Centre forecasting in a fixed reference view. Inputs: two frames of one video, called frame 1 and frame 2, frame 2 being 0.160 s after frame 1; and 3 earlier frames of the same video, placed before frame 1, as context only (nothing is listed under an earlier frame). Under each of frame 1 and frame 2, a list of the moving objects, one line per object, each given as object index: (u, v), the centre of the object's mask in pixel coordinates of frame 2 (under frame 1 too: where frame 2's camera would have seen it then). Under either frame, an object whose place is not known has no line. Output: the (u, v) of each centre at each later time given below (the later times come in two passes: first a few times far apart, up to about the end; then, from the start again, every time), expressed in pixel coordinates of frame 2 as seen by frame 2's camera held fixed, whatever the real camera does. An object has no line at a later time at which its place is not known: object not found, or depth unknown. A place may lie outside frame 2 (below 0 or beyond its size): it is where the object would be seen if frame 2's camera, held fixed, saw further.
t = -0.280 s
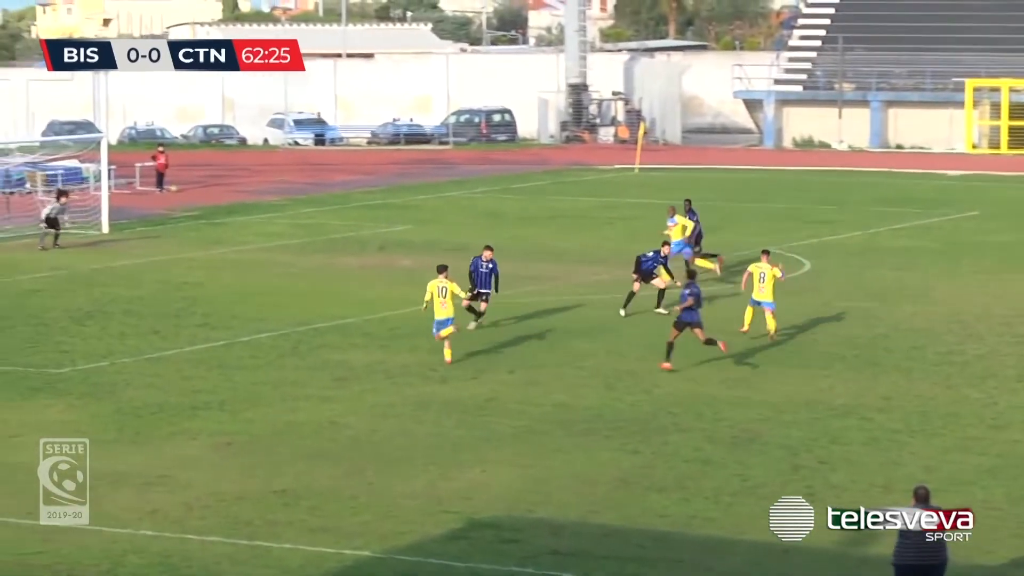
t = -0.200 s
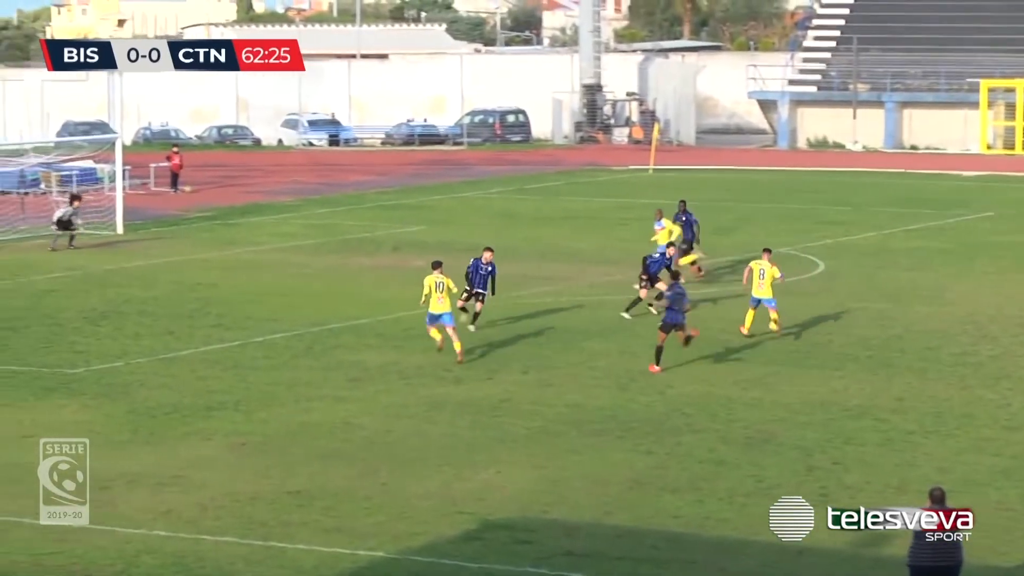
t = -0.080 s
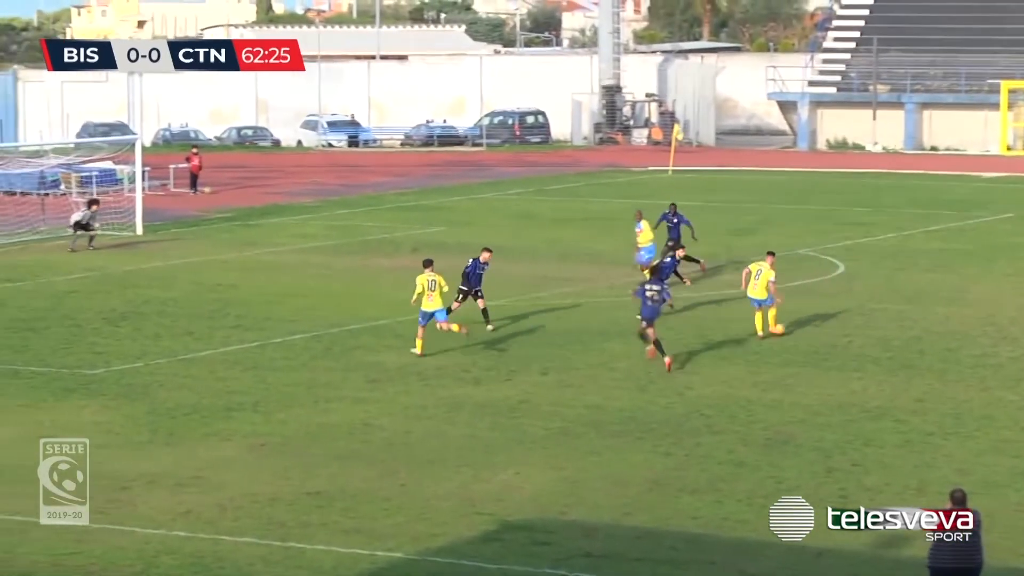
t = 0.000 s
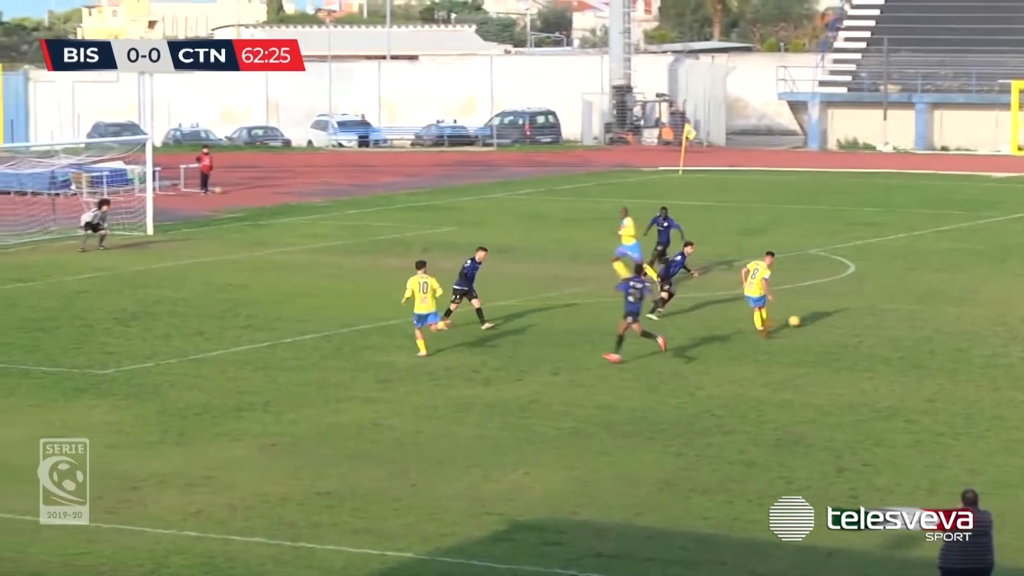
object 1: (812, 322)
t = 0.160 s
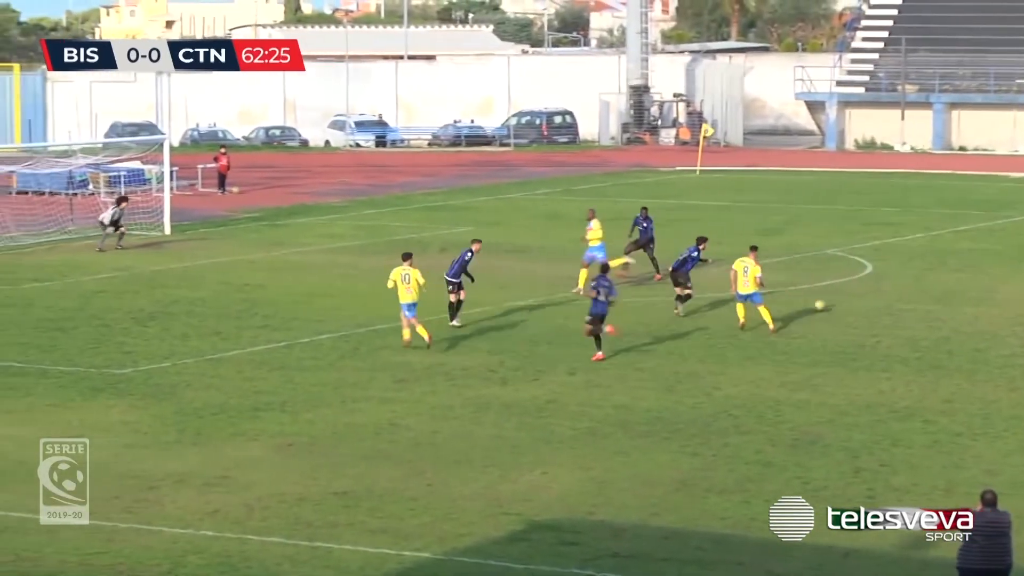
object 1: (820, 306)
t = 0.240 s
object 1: (823, 300)
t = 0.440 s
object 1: (829, 283)
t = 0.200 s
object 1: (821, 303)
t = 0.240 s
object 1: (823, 300)
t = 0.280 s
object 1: (824, 294)
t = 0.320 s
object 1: (825, 290)
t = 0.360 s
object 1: (827, 286)
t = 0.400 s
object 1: (827, 284)
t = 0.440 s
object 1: (829, 283)
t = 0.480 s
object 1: (830, 283)
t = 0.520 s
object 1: (832, 283)
